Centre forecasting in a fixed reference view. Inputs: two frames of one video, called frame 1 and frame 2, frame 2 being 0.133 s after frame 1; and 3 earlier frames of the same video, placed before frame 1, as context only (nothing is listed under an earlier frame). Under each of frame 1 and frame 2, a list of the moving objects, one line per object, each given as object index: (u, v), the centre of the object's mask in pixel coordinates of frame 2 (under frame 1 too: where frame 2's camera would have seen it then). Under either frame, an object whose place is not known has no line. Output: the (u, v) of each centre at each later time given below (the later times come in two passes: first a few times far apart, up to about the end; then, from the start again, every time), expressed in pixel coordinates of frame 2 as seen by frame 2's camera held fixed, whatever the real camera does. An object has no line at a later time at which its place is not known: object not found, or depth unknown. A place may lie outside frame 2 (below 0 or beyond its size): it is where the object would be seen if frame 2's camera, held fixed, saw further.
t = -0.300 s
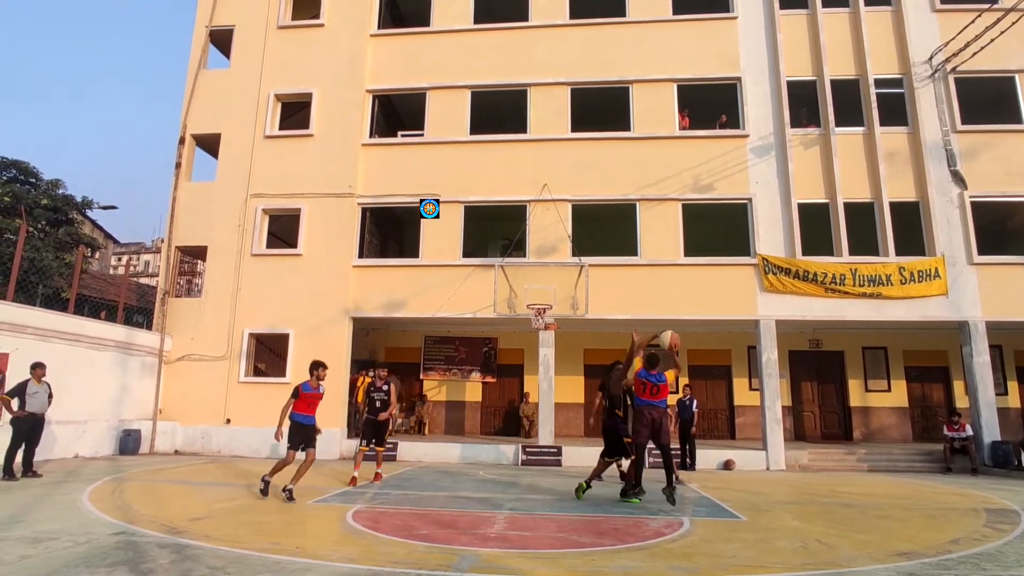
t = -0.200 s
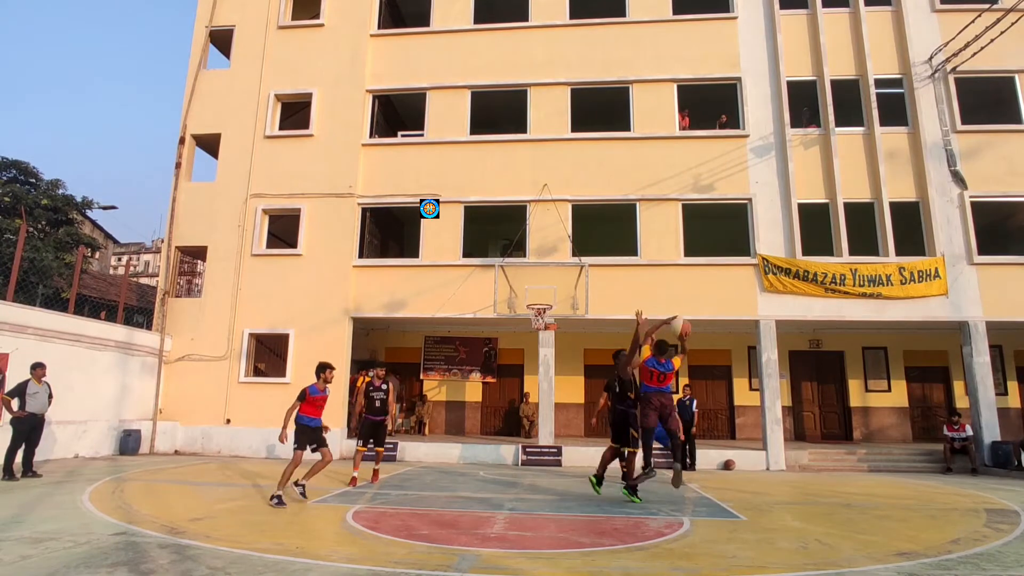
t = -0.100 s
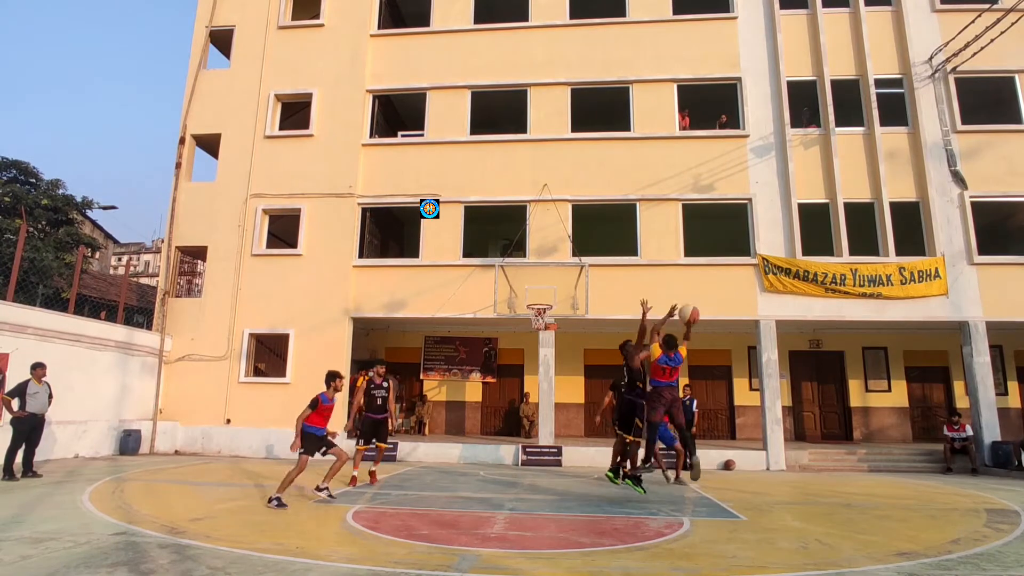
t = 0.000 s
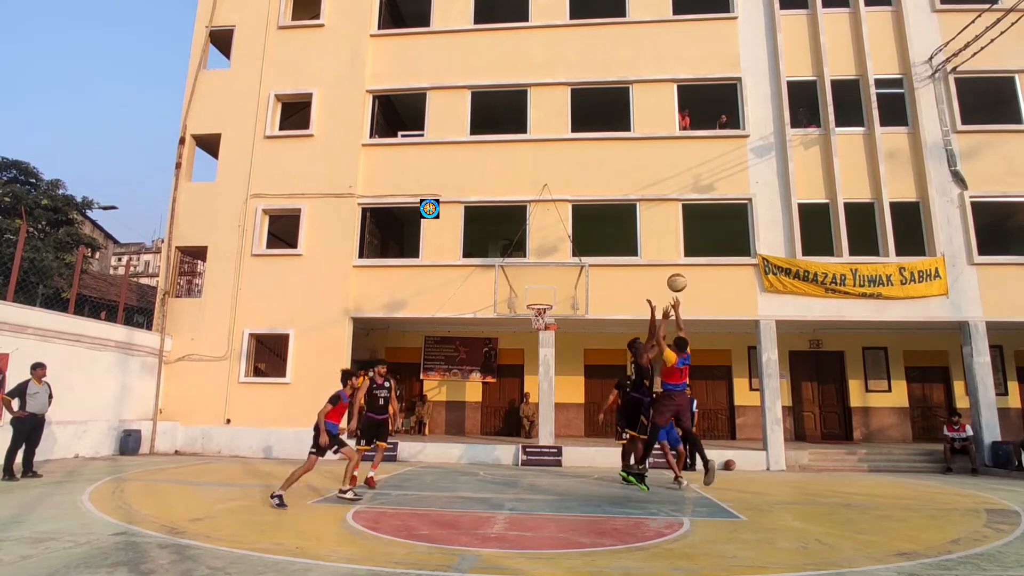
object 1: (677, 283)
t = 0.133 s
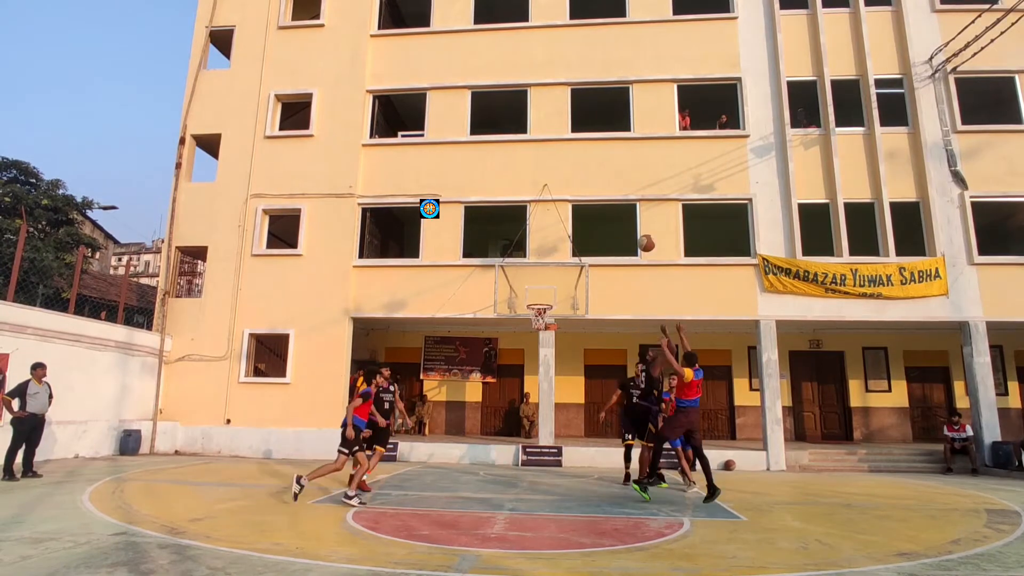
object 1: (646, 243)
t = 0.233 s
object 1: (627, 225)
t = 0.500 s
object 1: (584, 212)
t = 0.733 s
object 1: (553, 234)
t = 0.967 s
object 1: (528, 279)
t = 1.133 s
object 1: (512, 325)
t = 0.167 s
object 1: (639, 236)
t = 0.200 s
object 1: (633, 230)
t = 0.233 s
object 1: (627, 225)
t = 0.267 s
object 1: (621, 220)
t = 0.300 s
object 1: (615, 217)
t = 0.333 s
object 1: (609, 215)
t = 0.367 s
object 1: (604, 213)
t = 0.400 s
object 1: (599, 212)
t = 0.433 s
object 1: (594, 211)
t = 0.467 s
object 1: (589, 211)
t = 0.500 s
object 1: (584, 212)
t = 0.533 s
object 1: (579, 213)
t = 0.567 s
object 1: (575, 215)
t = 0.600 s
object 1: (570, 218)
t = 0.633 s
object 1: (566, 221)
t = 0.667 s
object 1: (562, 225)
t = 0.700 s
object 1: (558, 229)
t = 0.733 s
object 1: (553, 234)
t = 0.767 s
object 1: (550, 239)
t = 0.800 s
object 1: (546, 244)
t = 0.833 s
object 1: (543, 251)
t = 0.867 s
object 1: (539, 257)
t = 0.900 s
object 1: (535, 264)
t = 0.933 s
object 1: (532, 272)
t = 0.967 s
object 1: (528, 279)
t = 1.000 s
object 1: (525, 288)
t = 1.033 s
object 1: (521, 296)
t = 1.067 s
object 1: (518, 306)
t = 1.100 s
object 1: (515, 315)
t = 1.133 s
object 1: (512, 325)
